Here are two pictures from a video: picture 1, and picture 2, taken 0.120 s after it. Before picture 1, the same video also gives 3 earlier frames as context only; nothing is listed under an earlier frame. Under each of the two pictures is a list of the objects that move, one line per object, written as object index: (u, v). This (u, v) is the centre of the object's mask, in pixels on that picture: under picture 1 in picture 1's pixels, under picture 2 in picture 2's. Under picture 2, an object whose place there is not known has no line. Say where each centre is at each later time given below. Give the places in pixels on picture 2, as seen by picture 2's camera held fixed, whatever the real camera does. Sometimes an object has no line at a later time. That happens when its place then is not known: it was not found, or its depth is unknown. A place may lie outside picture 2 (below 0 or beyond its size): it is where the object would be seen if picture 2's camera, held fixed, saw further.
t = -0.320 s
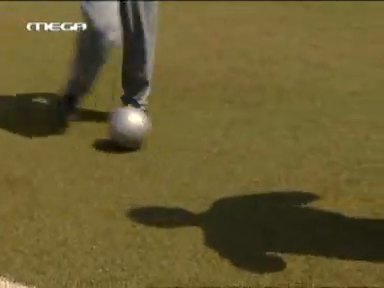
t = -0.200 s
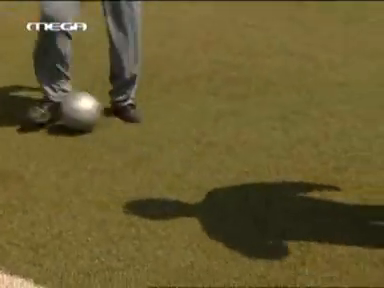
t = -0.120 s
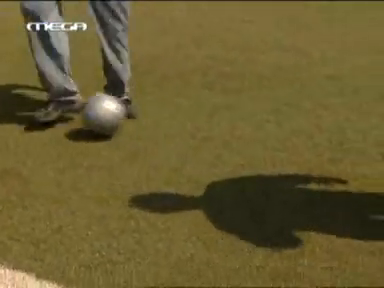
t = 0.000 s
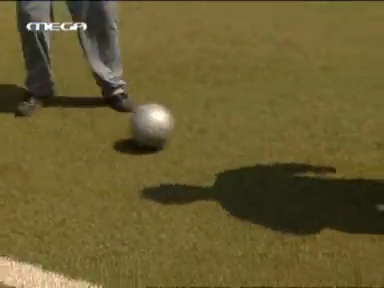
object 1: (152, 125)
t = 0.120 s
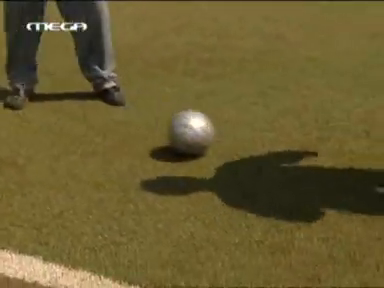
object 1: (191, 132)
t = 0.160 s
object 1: (206, 137)
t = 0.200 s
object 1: (222, 141)
